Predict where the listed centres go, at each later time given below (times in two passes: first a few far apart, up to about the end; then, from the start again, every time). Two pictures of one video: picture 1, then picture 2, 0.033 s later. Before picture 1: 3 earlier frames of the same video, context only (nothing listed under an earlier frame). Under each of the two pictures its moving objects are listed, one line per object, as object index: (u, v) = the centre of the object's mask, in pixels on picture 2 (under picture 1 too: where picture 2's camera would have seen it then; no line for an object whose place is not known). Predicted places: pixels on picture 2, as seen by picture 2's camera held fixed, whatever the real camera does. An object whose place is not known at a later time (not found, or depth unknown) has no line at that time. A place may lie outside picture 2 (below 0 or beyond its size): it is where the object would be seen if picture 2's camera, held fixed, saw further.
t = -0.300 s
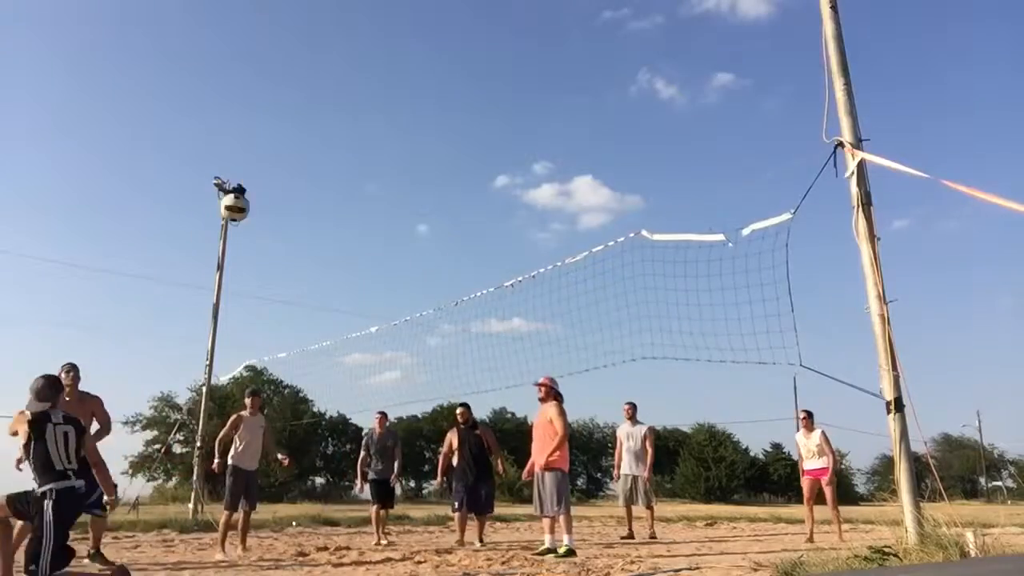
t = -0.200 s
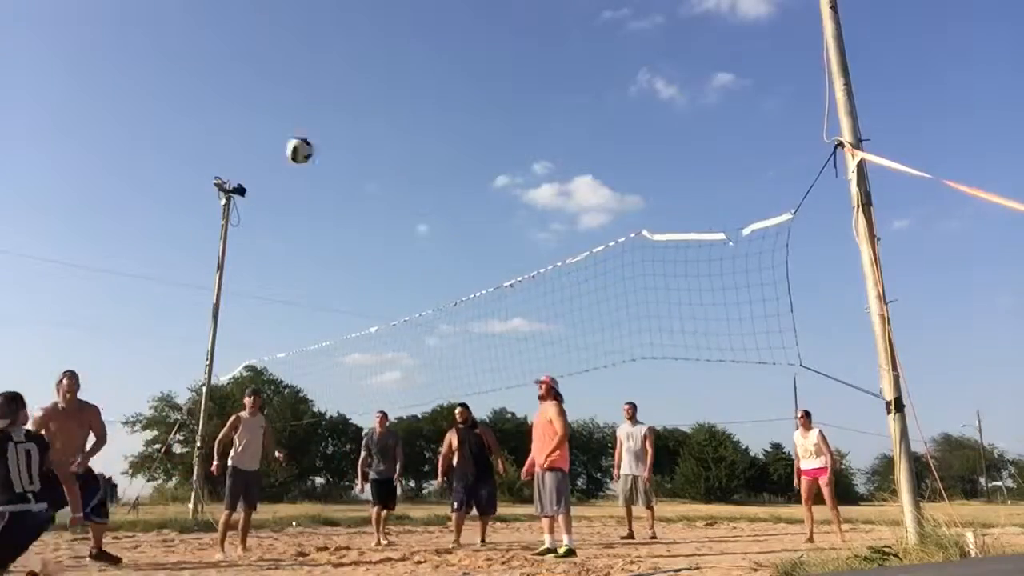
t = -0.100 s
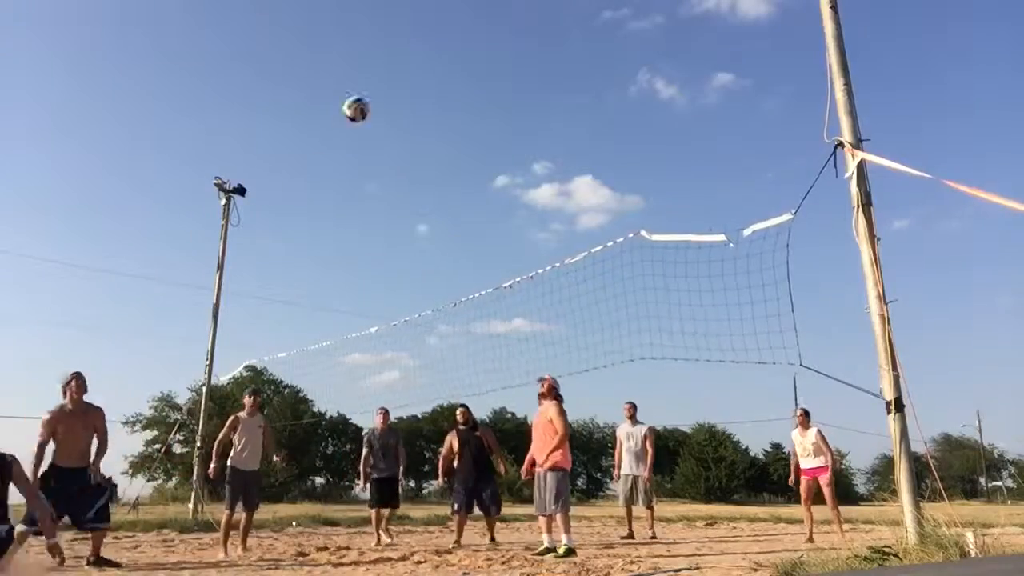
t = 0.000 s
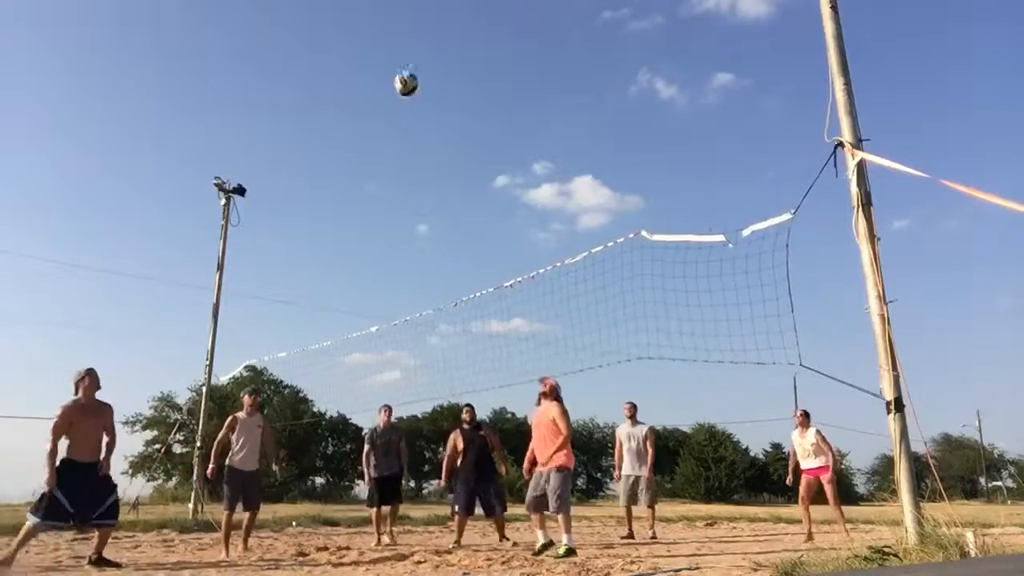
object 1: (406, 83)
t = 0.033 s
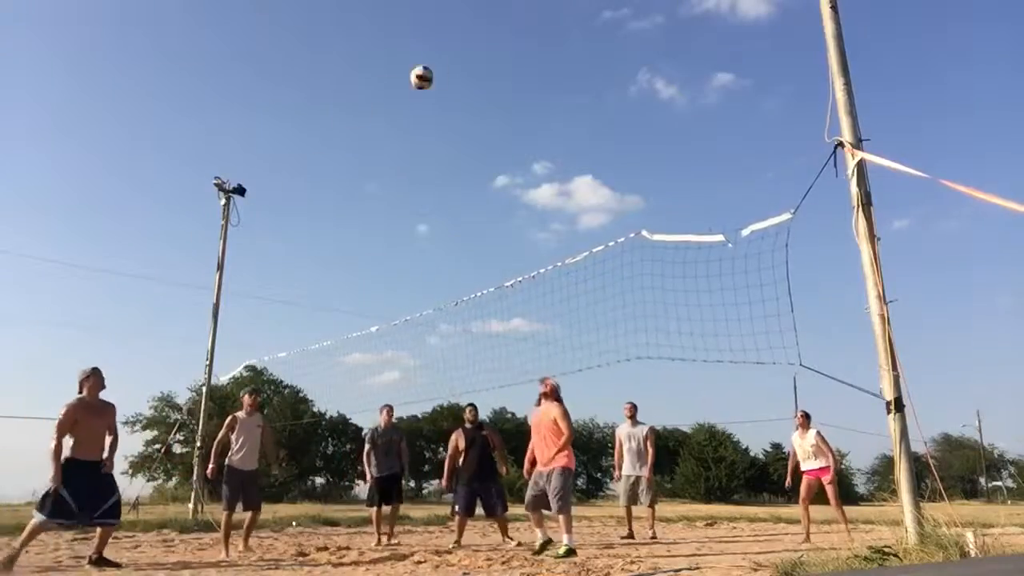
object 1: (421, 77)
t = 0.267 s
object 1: (518, 68)
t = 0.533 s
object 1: (611, 114)
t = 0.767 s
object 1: (684, 195)
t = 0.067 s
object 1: (436, 72)
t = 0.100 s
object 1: (450, 69)
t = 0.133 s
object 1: (465, 67)
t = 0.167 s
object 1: (478, 65)
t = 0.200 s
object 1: (492, 66)
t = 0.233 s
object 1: (505, 66)
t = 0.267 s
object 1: (518, 68)
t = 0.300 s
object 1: (530, 70)
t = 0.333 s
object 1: (543, 74)
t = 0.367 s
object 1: (555, 79)
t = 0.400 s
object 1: (566, 84)
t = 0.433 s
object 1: (577, 91)
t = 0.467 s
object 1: (589, 97)
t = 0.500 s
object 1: (600, 105)
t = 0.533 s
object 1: (611, 114)
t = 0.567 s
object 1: (622, 123)
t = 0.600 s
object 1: (633, 133)
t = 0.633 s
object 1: (643, 144)
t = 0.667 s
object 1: (654, 156)
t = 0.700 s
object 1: (664, 168)
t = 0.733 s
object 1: (674, 181)
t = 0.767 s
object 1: (684, 195)
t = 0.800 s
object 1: (693, 209)
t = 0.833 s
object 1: (703, 225)
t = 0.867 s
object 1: (714, 245)
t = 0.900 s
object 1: (724, 257)
